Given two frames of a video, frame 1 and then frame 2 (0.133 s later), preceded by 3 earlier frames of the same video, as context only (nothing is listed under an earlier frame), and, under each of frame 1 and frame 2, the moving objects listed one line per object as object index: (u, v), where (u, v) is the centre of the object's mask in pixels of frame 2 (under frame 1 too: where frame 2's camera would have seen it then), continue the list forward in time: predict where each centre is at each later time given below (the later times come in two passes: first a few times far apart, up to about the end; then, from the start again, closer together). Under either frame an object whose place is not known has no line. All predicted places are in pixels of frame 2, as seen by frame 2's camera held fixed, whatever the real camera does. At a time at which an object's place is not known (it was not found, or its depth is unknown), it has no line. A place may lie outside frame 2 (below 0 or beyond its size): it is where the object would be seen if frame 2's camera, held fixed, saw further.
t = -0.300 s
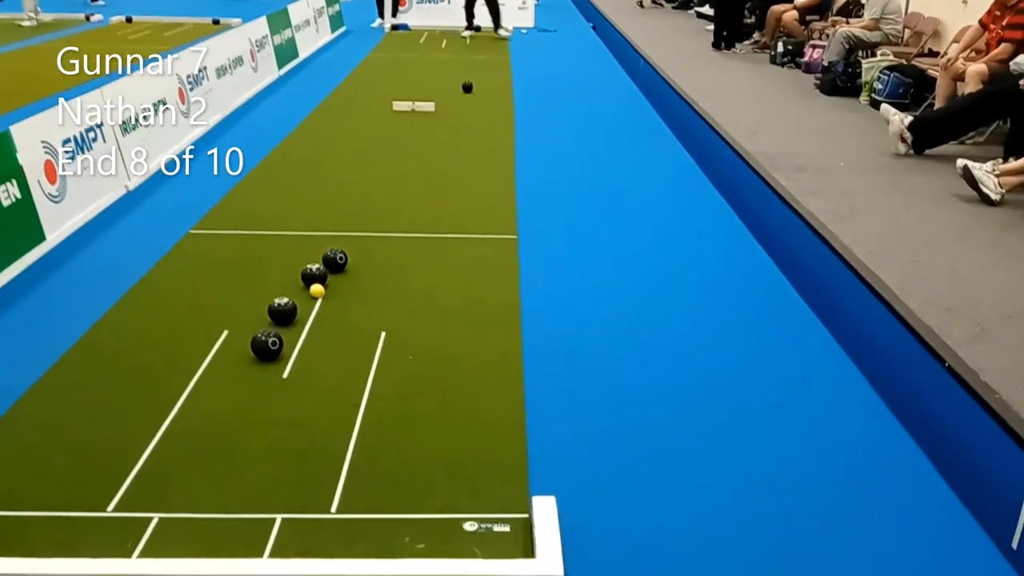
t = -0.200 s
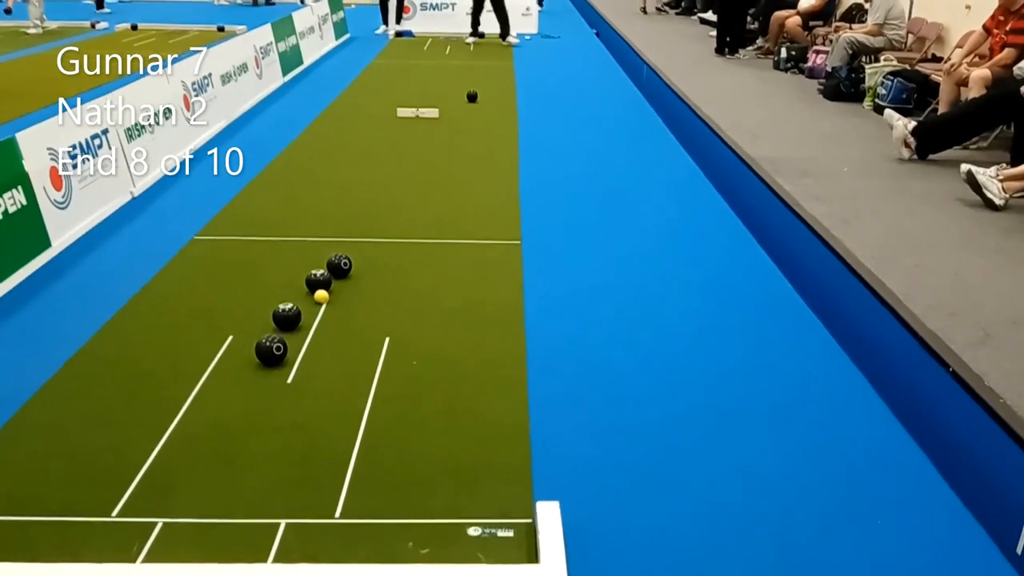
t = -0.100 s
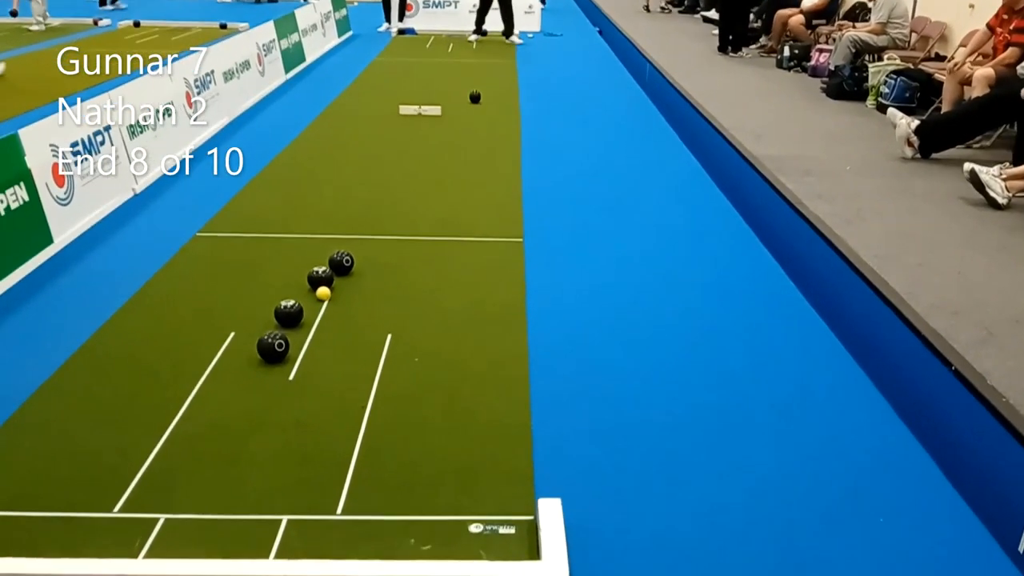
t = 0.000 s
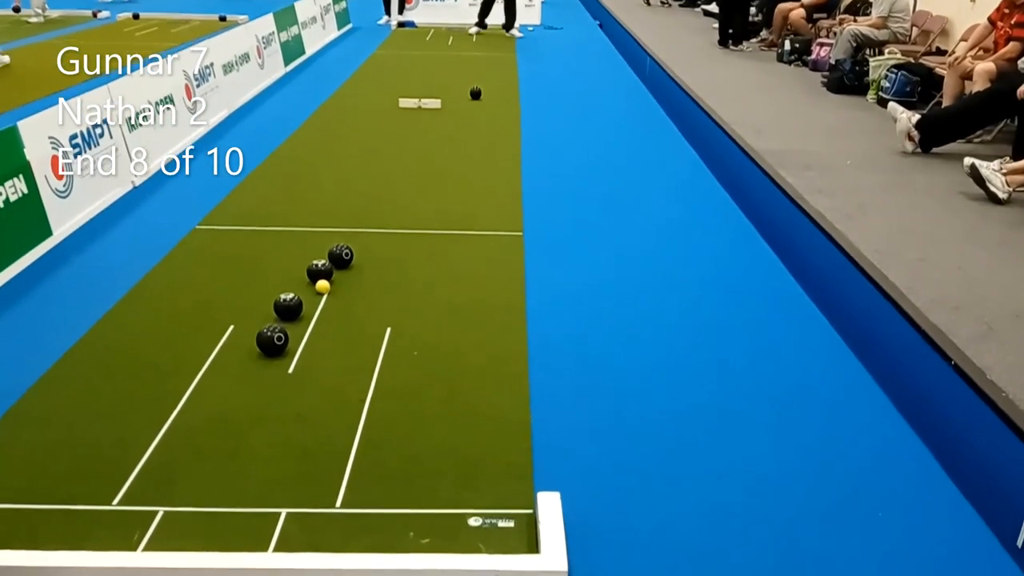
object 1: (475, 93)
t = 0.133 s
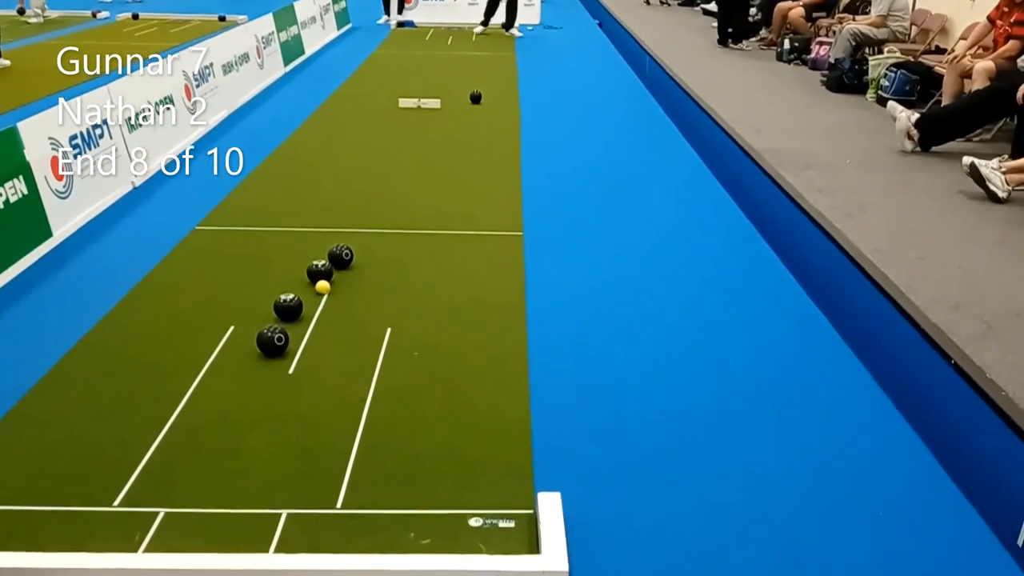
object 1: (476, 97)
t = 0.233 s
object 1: (476, 100)
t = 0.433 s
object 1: (476, 107)
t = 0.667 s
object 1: (476, 114)
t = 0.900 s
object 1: (476, 123)
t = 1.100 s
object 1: (475, 130)
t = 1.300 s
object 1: (473, 138)
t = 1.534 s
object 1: (471, 147)
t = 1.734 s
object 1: (469, 155)
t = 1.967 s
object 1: (466, 164)
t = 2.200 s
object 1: (462, 173)
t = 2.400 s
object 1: (458, 181)
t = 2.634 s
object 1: (453, 191)
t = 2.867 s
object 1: (447, 200)
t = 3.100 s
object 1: (441, 209)
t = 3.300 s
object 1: (435, 217)
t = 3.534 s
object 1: (426, 225)
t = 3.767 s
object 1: (419, 232)
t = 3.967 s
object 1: (411, 239)
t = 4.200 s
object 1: (402, 247)
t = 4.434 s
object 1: (393, 253)
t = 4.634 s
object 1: (385, 258)
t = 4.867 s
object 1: (376, 262)
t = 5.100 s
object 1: (368, 266)
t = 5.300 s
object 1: (362, 269)
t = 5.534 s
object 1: (357, 270)
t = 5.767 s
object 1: (354, 271)
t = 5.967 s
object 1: (352, 272)
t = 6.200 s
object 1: (352, 271)
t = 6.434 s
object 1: (352, 271)
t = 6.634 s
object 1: (352, 271)
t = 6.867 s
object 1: (351, 271)
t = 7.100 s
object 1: (353, 271)
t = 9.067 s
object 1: (355, 268)
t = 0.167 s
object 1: (476, 98)
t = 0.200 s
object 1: (476, 99)
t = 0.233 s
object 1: (476, 100)
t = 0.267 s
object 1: (476, 101)
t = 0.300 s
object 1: (476, 102)
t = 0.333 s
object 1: (476, 103)
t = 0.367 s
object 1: (476, 104)
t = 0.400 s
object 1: (476, 106)
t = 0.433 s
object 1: (476, 107)
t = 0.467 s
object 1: (476, 108)
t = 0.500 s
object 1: (476, 109)
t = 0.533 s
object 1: (476, 110)
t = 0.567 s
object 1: (477, 111)
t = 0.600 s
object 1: (476, 112)
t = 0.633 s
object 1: (476, 113)
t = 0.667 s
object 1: (476, 114)
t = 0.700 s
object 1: (476, 116)
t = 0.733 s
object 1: (476, 117)
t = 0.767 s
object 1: (476, 118)
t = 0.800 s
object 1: (476, 119)
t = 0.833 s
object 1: (476, 121)
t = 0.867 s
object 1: (476, 122)
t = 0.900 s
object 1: (476, 123)
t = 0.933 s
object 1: (476, 124)
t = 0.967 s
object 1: (475, 125)
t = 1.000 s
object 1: (475, 126)
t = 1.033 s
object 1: (475, 128)
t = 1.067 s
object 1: (475, 129)
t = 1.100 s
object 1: (475, 130)
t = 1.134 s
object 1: (474, 131)
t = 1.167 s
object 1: (474, 133)
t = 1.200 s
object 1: (474, 134)
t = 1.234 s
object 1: (474, 135)
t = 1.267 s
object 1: (474, 137)
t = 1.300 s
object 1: (473, 138)
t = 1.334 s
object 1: (473, 139)
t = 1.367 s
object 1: (473, 140)
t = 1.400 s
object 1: (472, 142)
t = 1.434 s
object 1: (472, 143)
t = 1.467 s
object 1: (472, 144)
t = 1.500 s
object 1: (472, 146)
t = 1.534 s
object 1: (471, 147)
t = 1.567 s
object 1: (471, 148)
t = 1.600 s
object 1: (471, 149)
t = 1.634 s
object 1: (470, 151)
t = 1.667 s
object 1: (470, 152)
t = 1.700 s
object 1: (470, 153)
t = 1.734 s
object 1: (469, 155)
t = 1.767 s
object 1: (469, 156)
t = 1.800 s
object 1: (468, 157)
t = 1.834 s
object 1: (468, 159)
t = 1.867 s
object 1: (468, 160)
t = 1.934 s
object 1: (466, 163)
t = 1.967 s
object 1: (466, 164)
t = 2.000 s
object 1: (465, 165)
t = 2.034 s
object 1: (465, 166)
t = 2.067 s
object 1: (464, 168)
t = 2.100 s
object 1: (464, 169)
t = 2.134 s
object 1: (463, 171)
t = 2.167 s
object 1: (463, 172)
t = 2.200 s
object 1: (462, 173)
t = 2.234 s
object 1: (461, 175)
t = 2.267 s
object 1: (461, 176)
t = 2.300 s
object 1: (460, 177)
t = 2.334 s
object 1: (460, 179)
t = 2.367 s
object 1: (459, 180)
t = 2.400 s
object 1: (458, 181)
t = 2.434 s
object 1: (458, 183)
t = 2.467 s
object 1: (457, 184)
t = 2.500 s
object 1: (456, 186)
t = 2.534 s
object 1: (455, 187)
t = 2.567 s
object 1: (455, 188)
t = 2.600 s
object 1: (454, 190)
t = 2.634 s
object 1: (453, 191)
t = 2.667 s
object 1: (452, 192)
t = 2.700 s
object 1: (452, 194)
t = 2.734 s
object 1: (451, 195)
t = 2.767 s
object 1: (450, 196)
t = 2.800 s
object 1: (449, 197)
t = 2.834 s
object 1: (448, 199)
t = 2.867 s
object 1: (447, 200)
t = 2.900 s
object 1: (446, 201)
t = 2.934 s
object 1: (446, 203)
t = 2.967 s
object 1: (445, 204)
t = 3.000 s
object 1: (444, 205)
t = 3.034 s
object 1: (443, 207)
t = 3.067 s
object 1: (442, 208)
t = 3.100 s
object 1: (441, 209)
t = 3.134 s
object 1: (440, 211)
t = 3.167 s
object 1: (439, 212)
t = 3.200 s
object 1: (438, 213)
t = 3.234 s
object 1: (437, 214)
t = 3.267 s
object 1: (436, 216)
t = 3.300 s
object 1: (435, 217)
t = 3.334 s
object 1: (433, 218)
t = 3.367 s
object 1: (432, 219)
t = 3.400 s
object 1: (431, 220)
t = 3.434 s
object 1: (430, 222)
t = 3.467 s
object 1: (429, 223)
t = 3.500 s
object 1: (427, 224)
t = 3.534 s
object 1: (426, 225)
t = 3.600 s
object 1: (425, 227)
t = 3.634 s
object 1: (424, 228)
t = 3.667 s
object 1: (423, 229)
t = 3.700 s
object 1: (421, 230)
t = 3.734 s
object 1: (420, 231)
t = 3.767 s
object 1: (419, 232)
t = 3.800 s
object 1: (417, 234)
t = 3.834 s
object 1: (416, 235)
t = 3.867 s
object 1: (415, 236)
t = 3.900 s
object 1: (414, 237)
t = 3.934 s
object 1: (412, 238)
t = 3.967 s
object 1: (411, 239)
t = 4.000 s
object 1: (410, 240)
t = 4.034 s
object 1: (408, 241)
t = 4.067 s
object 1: (407, 242)
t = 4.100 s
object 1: (406, 243)
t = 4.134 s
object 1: (405, 244)
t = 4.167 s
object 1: (403, 246)
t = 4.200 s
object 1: (402, 247)
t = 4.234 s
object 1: (401, 248)
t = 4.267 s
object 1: (399, 249)
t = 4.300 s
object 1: (398, 249)
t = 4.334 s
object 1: (397, 250)
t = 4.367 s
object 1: (396, 251)
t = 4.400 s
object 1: (394, 252)
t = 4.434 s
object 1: (393, 253)
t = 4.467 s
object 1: (392, 254)
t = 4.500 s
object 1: (390, 254)
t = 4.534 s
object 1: (389, 255)
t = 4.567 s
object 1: (388, 256)
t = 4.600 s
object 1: (386, 257)
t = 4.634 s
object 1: (385, 258)
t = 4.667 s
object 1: (384, 258)
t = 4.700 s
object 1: (383, 259)
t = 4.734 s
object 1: (381, 260)
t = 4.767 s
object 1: (380, 260)
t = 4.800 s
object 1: (379, 261)
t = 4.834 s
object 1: (377, 262)
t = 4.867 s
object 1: (376, 262)
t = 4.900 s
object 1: (375, 263)
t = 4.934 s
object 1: (374, 264)
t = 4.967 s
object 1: (373, 264)
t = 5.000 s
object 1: (372, 265)
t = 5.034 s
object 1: (370, 265)
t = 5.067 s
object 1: (369, 266)
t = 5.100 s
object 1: (368, 266)
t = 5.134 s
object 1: (367, 267)
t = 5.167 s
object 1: (366, 267)
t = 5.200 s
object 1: (365, 268)
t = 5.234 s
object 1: (364, 268)
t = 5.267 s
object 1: (363, 269)
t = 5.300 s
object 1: (362, 269)
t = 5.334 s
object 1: (362, 269)
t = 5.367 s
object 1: (361, 269)
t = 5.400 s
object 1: (360, 270)
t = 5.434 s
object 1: (359, 270)
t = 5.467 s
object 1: (358, 270)
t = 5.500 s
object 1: (358, 270)
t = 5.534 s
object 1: (357, 270)
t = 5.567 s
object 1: (356, 271)
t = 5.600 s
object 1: (356, 271)
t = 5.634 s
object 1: (355, 271)
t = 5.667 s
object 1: (355, 271)
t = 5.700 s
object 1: (354, 271)
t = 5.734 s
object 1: (354, 271)
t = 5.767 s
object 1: (354, 271)
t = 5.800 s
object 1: (353, 271)
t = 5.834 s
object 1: (353, 271)
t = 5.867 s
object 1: (353, 271)
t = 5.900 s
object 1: (352, 272)
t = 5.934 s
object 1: (352, 272)
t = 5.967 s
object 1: (352, 272)
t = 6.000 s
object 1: (352, 272)
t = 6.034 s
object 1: (352, 271)
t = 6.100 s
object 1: (352, 271)
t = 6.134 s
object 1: (352, 271)
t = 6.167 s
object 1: (352, 271)
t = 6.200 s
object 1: (352, 271)
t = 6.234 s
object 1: (352, 271)
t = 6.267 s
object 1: (351, 271)
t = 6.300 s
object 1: (352, 271)
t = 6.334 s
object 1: (351, 271)
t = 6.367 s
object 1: (352, 271)
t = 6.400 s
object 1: (352, 271)
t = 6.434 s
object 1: (352, 271)
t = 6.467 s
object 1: (352, 271)
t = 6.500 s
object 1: (352, 271)
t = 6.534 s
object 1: (352, 271)
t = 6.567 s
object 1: (352, 271)
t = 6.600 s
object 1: (352, 271)
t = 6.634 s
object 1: (352, 271)
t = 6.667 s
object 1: (351, 271)
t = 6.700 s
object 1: (351, 271)
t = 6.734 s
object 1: (351, 271)
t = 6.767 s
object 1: (351, 271)
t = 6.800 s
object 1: (351, 271)
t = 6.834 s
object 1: (352, 271)
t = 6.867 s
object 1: (351, 271)
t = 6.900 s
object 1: (352, 271)
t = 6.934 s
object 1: (352, 271)
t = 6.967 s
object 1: (352, 271)
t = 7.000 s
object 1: (352, 271)
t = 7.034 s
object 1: (352, 271)
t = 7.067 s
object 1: (352, 271)
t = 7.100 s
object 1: (353, 271)
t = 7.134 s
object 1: (353, 271)
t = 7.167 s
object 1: (353, 271)
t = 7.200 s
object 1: (353, 271)
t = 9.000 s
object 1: (353, 269)
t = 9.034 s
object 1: (354, 269)
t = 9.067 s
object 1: (355, 268)
